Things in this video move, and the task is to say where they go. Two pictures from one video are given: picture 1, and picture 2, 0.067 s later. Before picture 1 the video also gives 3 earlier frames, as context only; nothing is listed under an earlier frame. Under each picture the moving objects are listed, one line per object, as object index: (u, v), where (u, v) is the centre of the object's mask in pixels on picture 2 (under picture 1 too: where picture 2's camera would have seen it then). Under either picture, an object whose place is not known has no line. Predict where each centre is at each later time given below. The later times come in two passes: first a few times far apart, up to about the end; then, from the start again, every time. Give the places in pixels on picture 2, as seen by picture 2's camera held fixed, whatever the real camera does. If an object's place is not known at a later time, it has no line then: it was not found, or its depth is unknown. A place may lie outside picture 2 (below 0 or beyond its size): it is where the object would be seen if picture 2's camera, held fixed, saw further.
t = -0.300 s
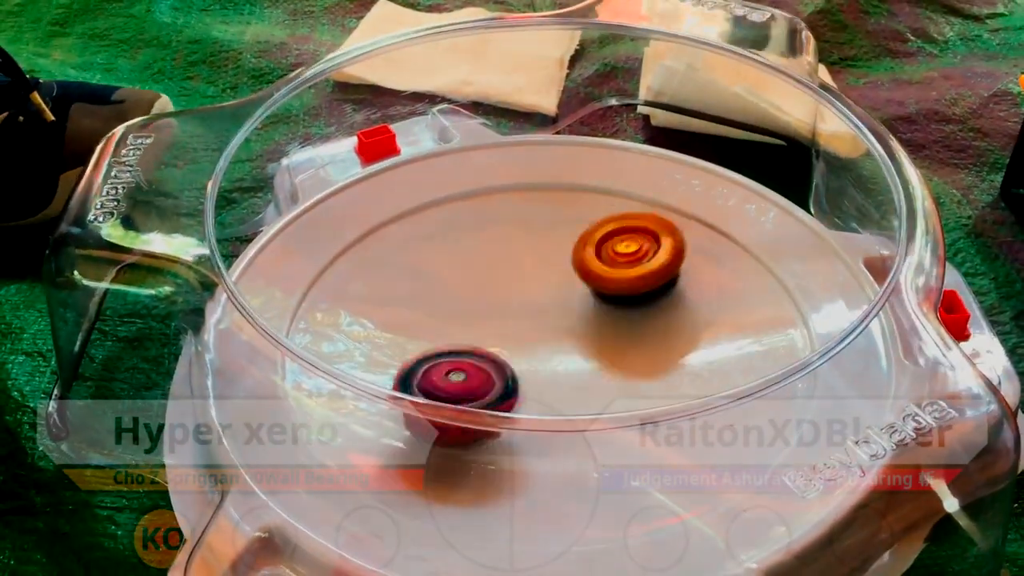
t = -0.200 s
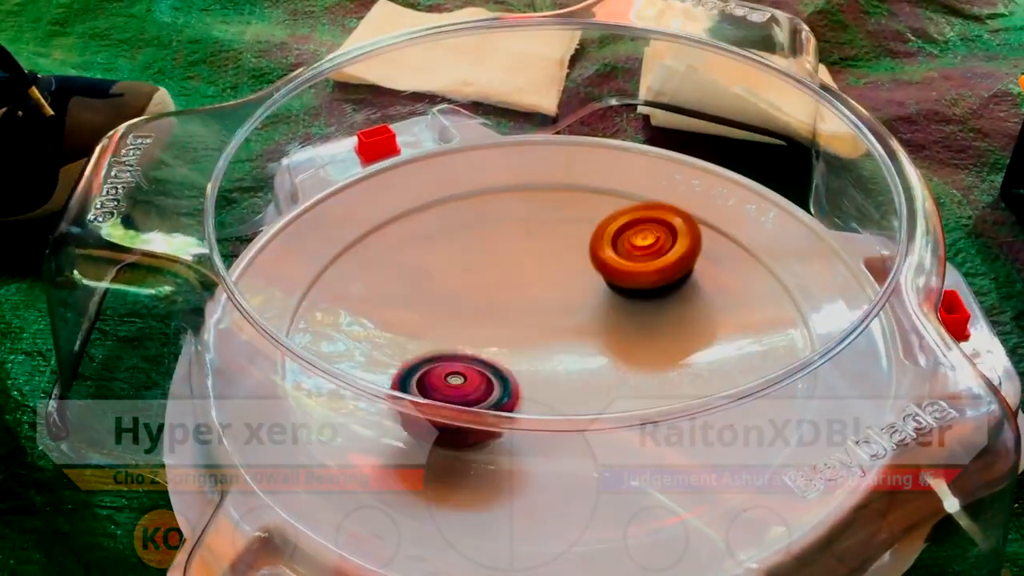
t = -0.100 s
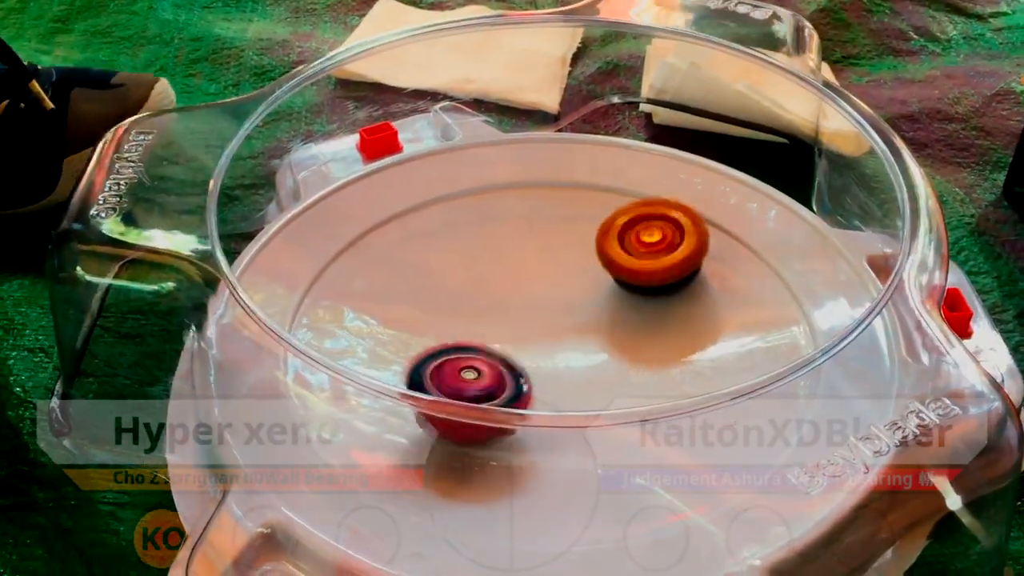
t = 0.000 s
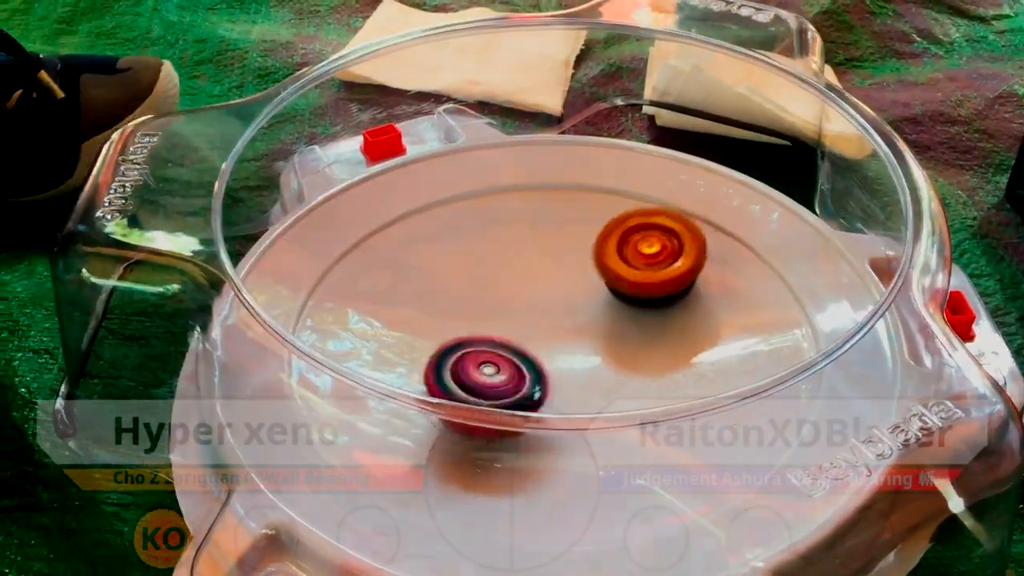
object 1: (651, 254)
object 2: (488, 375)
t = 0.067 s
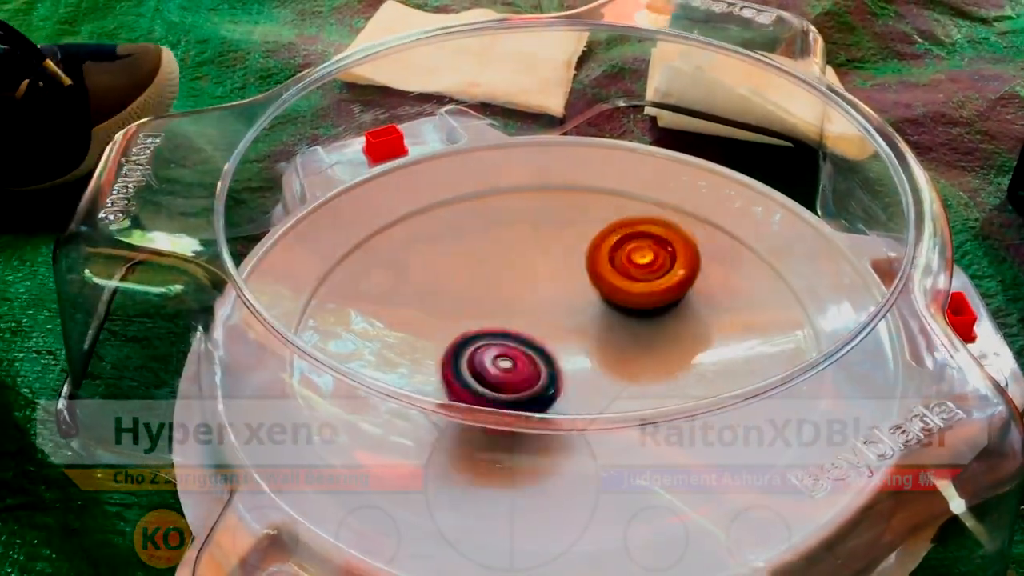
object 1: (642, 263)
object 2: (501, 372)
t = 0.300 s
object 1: (614, 280)
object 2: (529, 355)
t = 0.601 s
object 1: (618, 279)
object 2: (526, 366)
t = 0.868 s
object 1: (600, 277)
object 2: (526, 380)
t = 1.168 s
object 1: (583, 275)
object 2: (535, 385)
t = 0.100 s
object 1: (637, 268)
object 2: (506, 368)
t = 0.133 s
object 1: (630, 273)
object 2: (515, 365)
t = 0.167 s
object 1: (622, 279)
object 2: (523, 361)
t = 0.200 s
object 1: (615, 284)
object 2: (533, 354)
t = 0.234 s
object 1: (615, 282)
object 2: (530, 353)
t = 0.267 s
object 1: (615, 279)
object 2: (529, 355)
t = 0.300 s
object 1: (614, 280)
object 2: (529, 355)
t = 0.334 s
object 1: (612, 283)
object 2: (530, 355)
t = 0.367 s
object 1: (610, 286)
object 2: (532, 354)
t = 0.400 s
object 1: (609, 283)
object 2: (528, 359)
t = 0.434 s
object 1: (615, 278)
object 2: (522, 363)
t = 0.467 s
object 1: (617, 279)
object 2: (518, 365)
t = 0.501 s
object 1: (618, 278)
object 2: (518, 366)
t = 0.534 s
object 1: (618, 278)
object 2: (520, 366)
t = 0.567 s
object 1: (618, 278)
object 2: (523, 366)
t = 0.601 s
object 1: (618, 279)
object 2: (526, 366)
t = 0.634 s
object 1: (616, 281)
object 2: (527, 367)
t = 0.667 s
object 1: (613, 283)
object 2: (530, 367)
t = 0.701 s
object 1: (610, 285)
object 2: (531, 368)
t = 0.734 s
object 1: (606, 288)
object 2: (534, 368)
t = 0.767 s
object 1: (602, 291)
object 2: (536, 368)
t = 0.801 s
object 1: (599, 294)
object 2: (537, 368)
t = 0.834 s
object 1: (599, 286)
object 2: (531, 374)
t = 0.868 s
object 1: (600, 277)
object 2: (526, 380)
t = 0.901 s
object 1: (601, 274)
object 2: (526, 384)
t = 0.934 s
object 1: (601, 272)
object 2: (526, 396)
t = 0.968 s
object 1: (599, 271)
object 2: (527, 397)
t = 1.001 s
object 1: (598, 269)
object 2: (528, 398)
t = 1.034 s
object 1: (596, 269)
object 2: (529, 398)
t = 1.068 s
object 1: (594, 270)
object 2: (531, 387)
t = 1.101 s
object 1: (590, 272)
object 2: (533, 386)
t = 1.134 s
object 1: (587, 273)
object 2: (534, 385)
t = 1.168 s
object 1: (583, 275)
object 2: (535, 385)
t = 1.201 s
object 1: (579, 278)
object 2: (537, 383)
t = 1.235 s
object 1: (574, 281)
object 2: (539, 380)
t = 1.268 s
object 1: (568, 284)
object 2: (541, 379)
